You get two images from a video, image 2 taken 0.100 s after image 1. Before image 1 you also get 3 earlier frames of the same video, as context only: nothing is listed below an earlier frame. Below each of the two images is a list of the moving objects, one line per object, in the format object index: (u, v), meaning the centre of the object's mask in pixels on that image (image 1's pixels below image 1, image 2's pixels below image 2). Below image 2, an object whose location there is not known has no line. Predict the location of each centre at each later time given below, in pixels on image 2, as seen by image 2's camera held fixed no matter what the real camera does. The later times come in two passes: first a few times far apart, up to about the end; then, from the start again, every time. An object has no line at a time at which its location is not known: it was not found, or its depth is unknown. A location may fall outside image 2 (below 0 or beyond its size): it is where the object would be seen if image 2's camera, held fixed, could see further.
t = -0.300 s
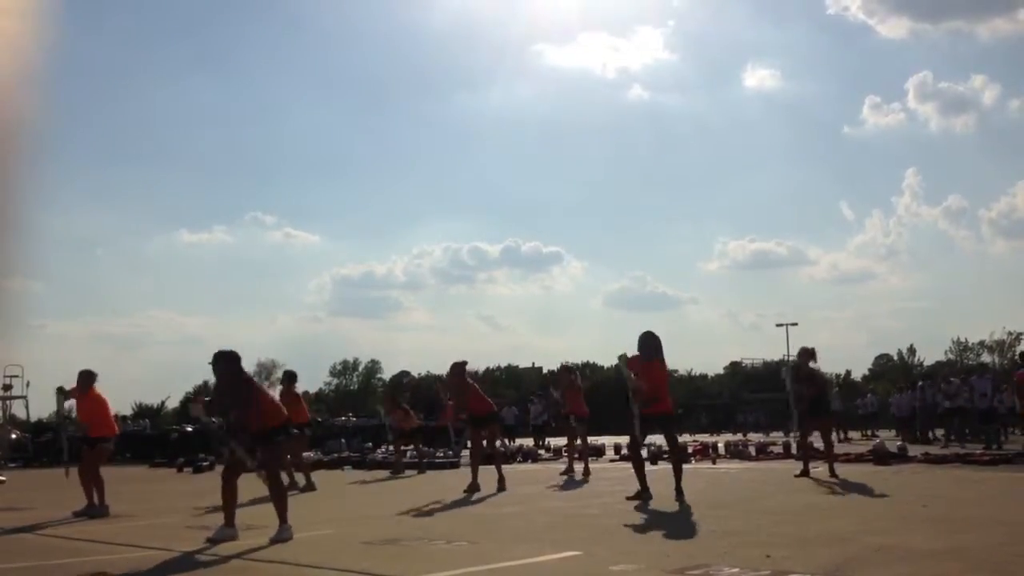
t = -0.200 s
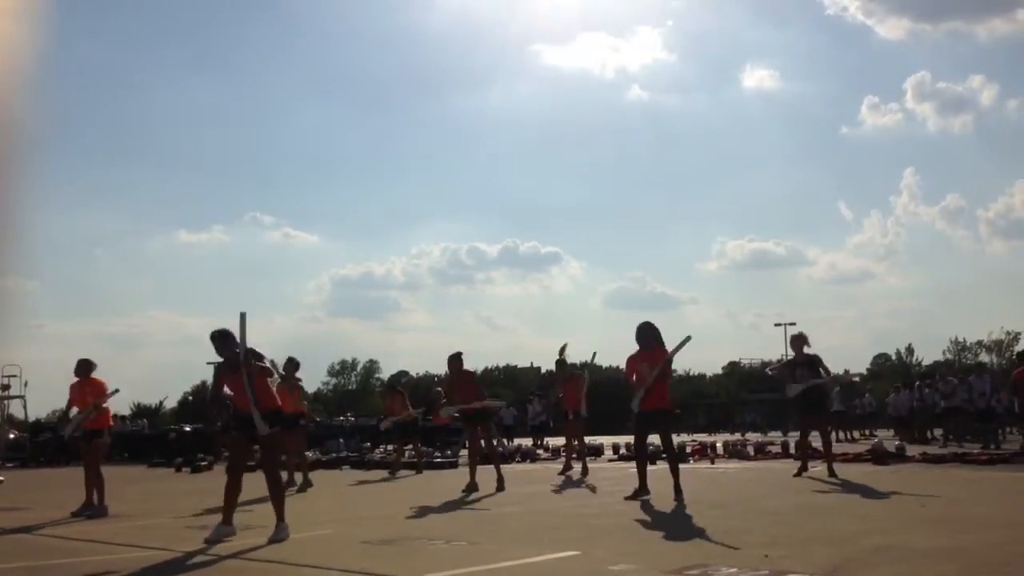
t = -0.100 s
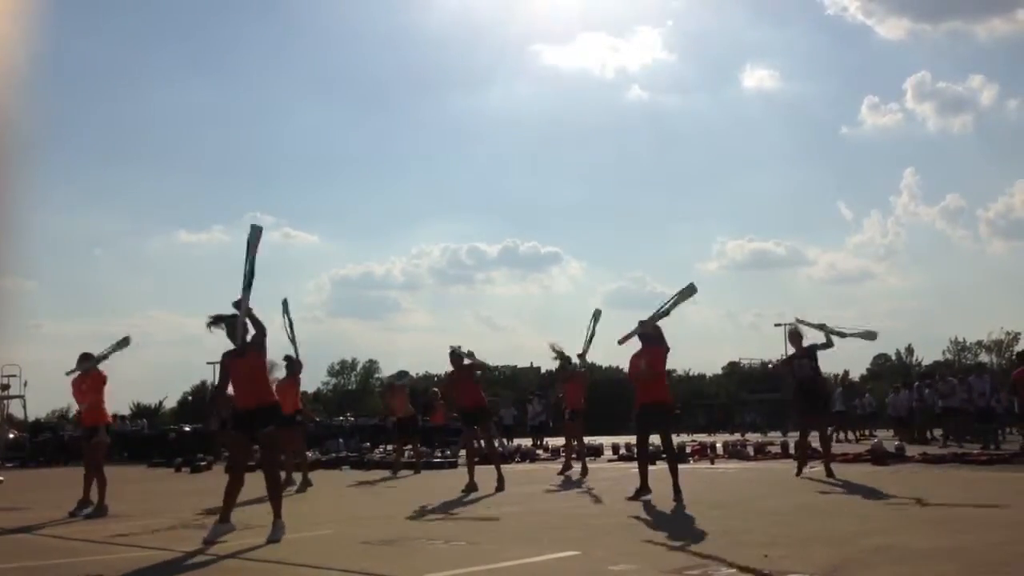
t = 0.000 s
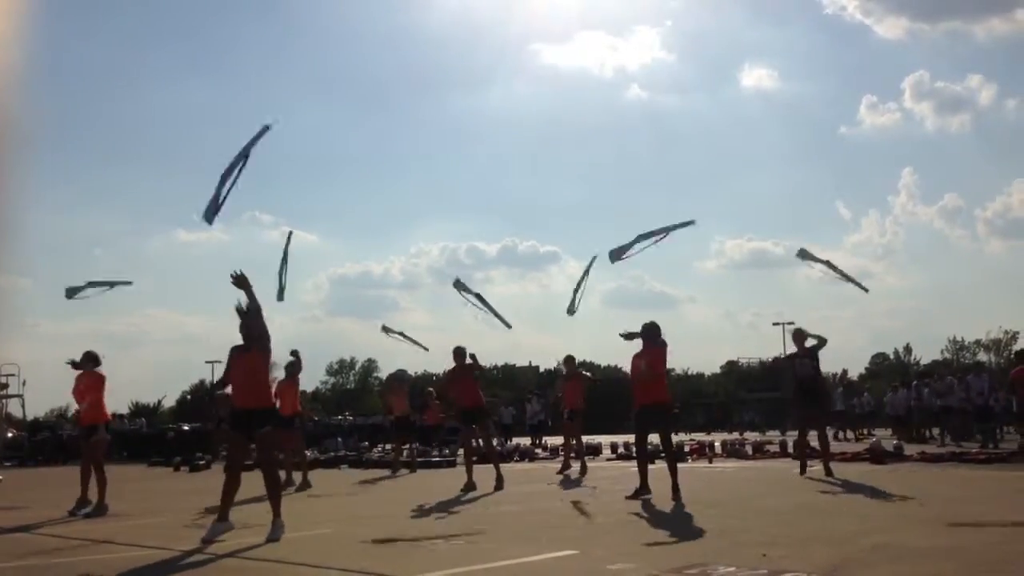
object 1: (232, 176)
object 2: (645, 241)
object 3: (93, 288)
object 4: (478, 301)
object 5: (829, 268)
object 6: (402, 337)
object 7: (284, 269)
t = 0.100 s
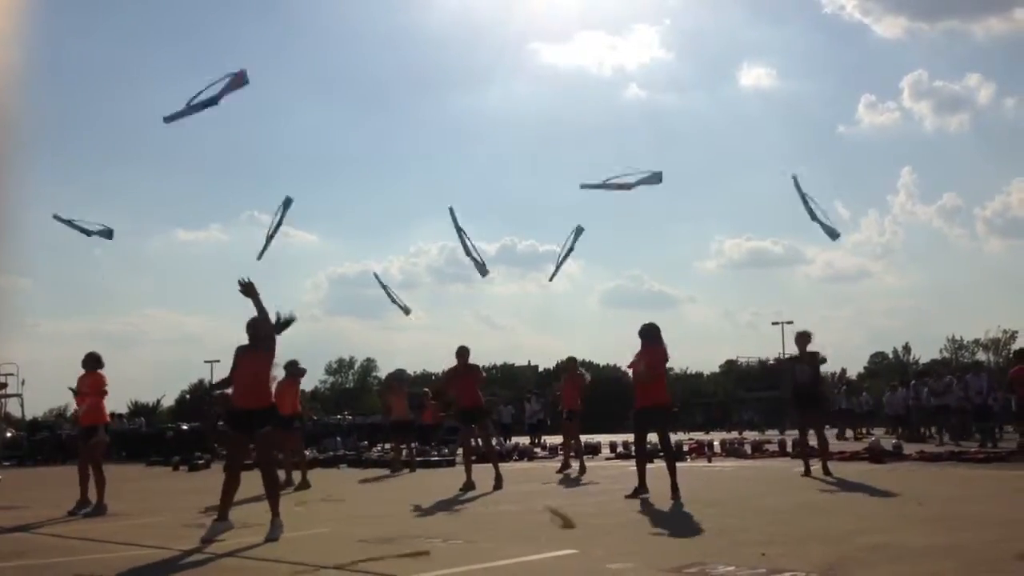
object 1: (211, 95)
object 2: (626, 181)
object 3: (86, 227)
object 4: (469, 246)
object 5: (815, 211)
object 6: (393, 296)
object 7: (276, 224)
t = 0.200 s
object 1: (199, 30)
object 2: (615, 137)
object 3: (80, 182)
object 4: (460, 206)
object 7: (273, 186)
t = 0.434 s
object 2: (591, 76)
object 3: (67, 109)
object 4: (442, 139)
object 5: (785, 100)
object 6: (371, 217)
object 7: (264, 128)
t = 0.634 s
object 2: (573, 72)
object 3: (60, 86)
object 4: (431, 117)
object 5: (773, 77)
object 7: (259, 112)
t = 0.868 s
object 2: (562, 114)
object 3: (55, 108)
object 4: (425, 135)
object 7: (258, 131)
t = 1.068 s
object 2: (558, 192)
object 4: (423, 187)
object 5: (764, 146)
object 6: (346, 240)
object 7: (260, 178)
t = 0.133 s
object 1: (205, 75)
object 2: (619, 169)
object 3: (82, 212)
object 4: (465, 233)
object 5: (811, 198)
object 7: (274, 212)
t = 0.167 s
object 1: (201, 54)
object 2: (617, 154)
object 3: (81, 198)
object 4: (462, 218)
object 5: (807, 183)
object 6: (387, 277)
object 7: (273, 199)
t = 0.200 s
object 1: (199, 30)
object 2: (615, 137)
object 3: (80, 182)
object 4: (460, 206)
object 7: (273, 186)
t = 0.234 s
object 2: (613, 124)
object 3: (80, 169)
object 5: (805, 156)
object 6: (386, 257)
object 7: (273, 173)
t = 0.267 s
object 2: (608, 112)
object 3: (80, 155)
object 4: (456, 180)
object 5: (801, 144)
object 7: (271, 164)
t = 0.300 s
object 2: (603, 101)
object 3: (76, 141)
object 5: (798, 132)
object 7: (268, 155)
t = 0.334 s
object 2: (598, 93)
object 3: (74, 131)
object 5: (794, 122)
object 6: (377, 232)
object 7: (266, 147)
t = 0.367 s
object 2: (592, 89)
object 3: (70, 122)
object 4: (447, 152)
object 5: (790, 113)
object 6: (375, 227)
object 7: (264, 141)
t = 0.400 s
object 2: (591, 83)
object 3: (69, 116)
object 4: (444, 144)
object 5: (787, 106)
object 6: (373, 221)
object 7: (264, 134)
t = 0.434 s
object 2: (591, 76)
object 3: (67, 109)
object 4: (442, 139)
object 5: (785, 100)
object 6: (371, 217)
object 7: (264, 128)
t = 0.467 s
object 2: (588, 71)
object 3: (68, 102)
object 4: (441, 133)
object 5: (784, 93)
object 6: (371, 212)
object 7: (264, 123)
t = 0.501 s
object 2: (586, 68)
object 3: (67, 97)
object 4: (441, 126)
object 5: (783, 88)
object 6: (369, 207)
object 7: (263, 118)
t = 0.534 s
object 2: (581, 66)
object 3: (66, 91)
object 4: (438, 123)
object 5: (781, 83)
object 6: (367, 203)
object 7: (261, 115)
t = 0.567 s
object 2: (577, 66)
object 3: (64, 88)
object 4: (436, 118)
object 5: (779, 80)
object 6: (363, 198)
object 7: (261, 112)
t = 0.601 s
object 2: (575, 68)
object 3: (61, 86)
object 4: (432, 119)
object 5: (775, 78)
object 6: (362, 200)
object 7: (259, 111)
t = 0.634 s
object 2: (573, 72)
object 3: (60, 86)
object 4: (431, 117)
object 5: (773, 77)
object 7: (259, 112)
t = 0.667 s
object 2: (575, 72)
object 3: (59, 86)
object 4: (430, 117)
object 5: (772, 77)
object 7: (259, 111)
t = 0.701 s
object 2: (572, 76)
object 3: (59, 88)
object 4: (430, 119)
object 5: (772, 78)
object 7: (259, 113)
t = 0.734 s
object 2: (571, 80)
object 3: (59, 90)
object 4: (430, 119)
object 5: (772, 79)
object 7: (260, 113)
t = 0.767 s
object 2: (569, 86)
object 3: (59, 92)
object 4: (429, 123)
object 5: (771, 81)
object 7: (260, 117)
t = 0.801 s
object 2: (565, 93)
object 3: (58, 95)
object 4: (427, 126)
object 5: (769, 83)
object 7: (257, 119)
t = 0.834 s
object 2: (563, 103)
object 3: (58, 100)
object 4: (425, 130)
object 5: (767, 89)
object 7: (258, 123)
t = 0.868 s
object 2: (562, 114)
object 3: (55, 108)
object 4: (425, 135)
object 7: (258, 131)
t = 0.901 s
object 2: (562, 125)
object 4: (423, 143)
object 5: (763, 102)
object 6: (349, 214)
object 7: (258, 135)
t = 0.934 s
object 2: (562, 136)
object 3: (54, 125)
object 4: (423, 150)
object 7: (259, 142)
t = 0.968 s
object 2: (562, 147)
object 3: (53, 135)
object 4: (424, 157)
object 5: (765, 116)
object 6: (350, 223)
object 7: (260, 150)
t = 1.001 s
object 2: (561, 159)
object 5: (765, 125)
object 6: (349, 228)
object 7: (260, 156)
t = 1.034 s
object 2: (559, 176)
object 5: (765, 135)
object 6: (348, 234)
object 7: (260, 165)
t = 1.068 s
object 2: (558, 192)
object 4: (423, 187)
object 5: (764, 146)
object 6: (346, 240)
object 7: (260, 178)
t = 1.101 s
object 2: (555, 210)
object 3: (54, 181)
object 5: (763, 158)
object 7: (260, 188)
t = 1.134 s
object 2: (555, 231)
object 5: (762, 171)
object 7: (259, 201)
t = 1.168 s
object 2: (555, 248)
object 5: (762, 185)
